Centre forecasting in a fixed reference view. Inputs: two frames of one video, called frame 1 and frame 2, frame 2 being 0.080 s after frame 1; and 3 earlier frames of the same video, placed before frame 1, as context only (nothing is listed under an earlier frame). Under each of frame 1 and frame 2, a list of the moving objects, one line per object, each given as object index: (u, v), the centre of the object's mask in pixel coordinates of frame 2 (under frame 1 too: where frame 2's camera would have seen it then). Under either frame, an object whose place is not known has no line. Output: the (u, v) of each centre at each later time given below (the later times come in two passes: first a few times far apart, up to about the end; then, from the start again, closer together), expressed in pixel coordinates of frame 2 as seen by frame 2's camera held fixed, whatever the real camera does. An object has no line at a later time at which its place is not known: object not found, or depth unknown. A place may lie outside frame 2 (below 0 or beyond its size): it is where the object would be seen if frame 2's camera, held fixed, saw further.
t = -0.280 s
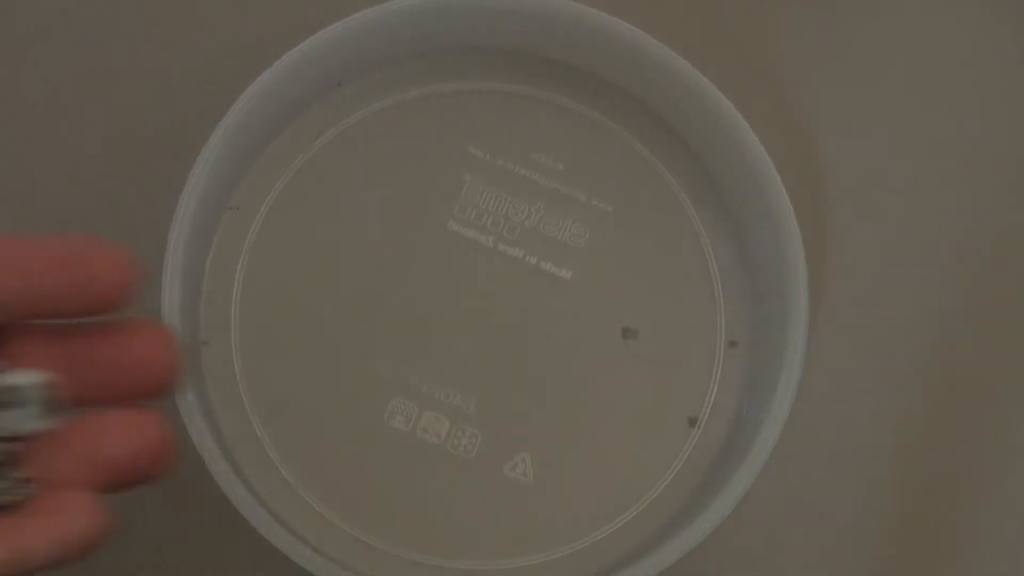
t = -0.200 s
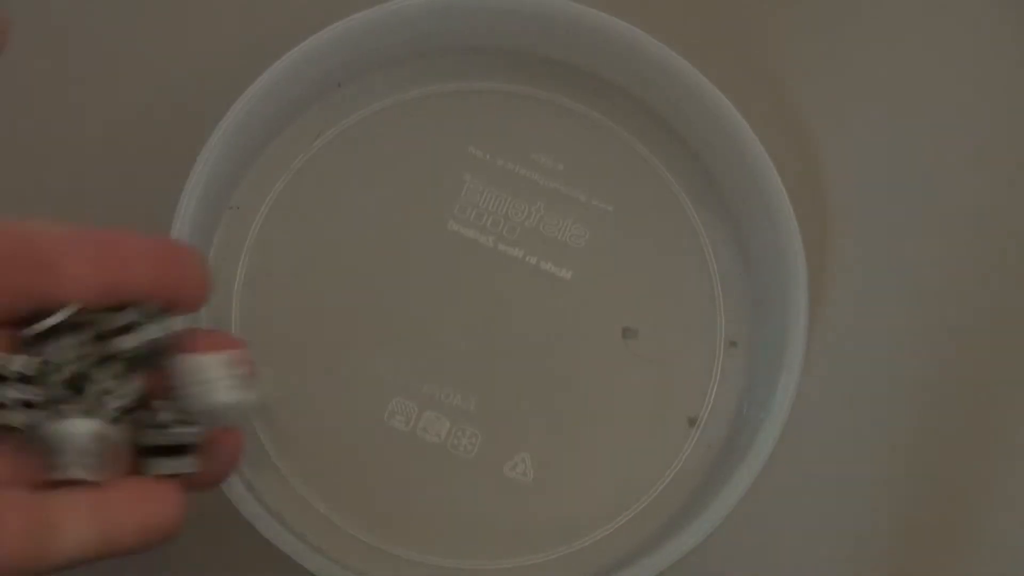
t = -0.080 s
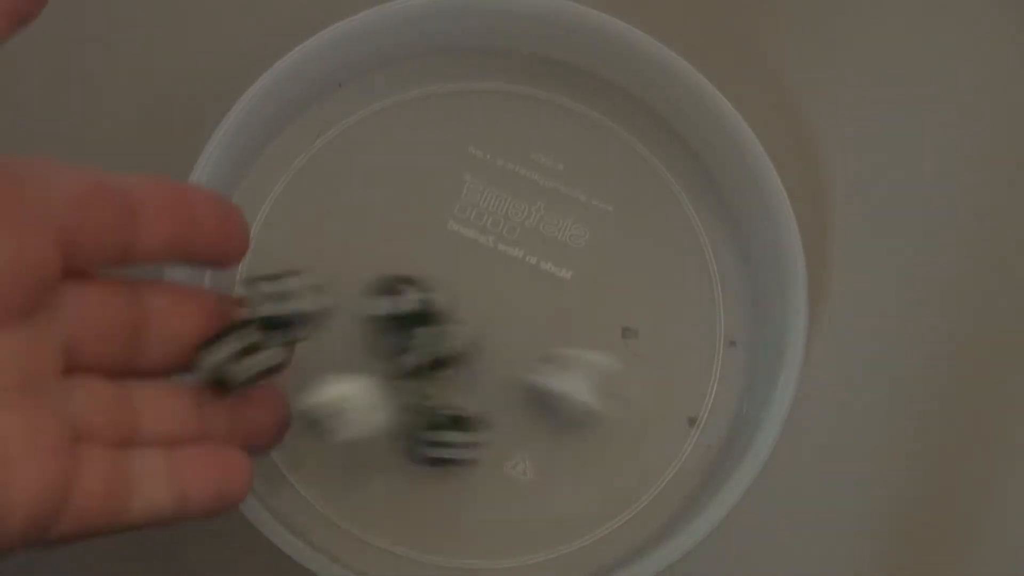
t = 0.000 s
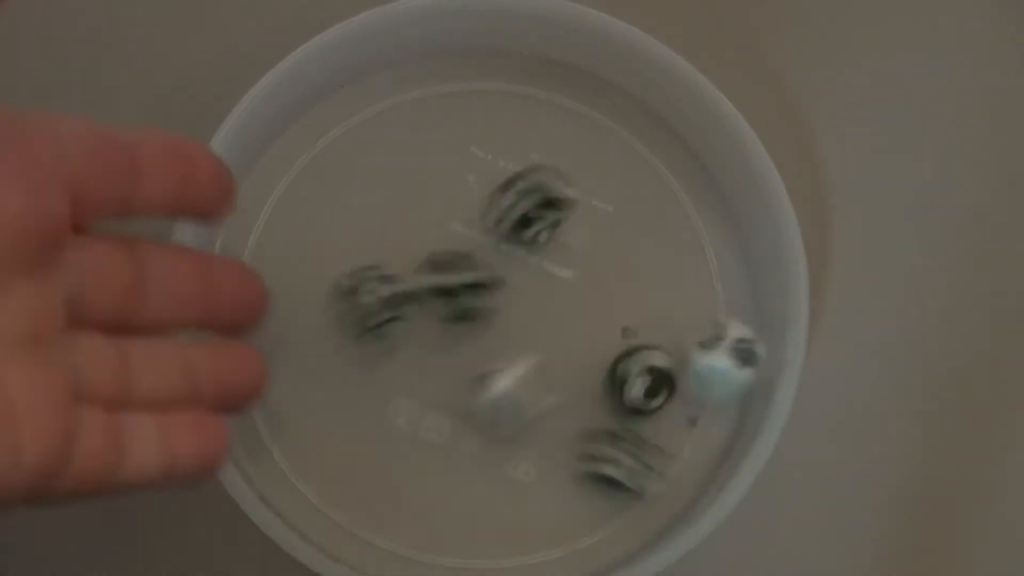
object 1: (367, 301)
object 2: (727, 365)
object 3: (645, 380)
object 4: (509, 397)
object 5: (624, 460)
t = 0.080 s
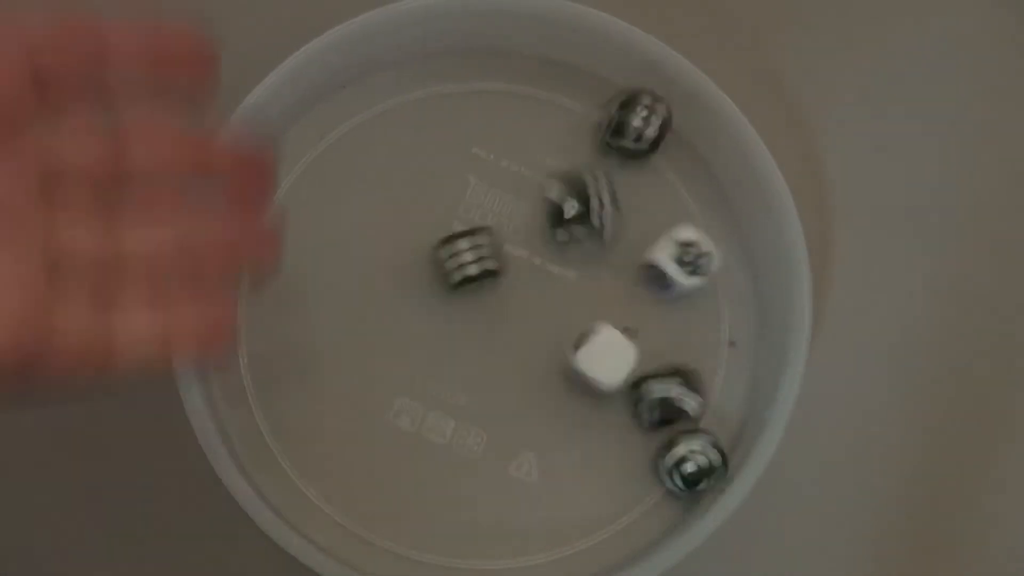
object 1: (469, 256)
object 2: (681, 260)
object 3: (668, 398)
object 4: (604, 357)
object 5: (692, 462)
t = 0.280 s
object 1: (531, 230)
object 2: (697, 248)
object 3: (721, 328)
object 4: (637, 382)
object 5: (669, 473)
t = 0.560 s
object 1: (531, 230)
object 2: (698, 243)
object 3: (723, 312)
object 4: (635, 388)
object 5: (663, 495)
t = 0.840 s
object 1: (532, 230)
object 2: (698, 243)
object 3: (723, 312)
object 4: (635, 389)
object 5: (663, 496)
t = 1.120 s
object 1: (532, 230)
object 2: (698, 243)
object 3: (723, 312)
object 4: (635, 389)
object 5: (663, 496)
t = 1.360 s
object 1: (532, 230)
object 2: (698, 243)
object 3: (723, 312)
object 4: (634, 389)
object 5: (663, 495)
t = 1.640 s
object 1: (532, 230)
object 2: (698, 243)
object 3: (723, 312)
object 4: (634, 388)
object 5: (663, 496)
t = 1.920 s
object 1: (532, 230)
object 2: (698, 243)
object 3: (723, 311)
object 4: (634, 388)
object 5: (663, 496)
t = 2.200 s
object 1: (532, 230)
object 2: (698, 243)
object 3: (723, 311)
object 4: (634, 388)
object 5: (663, 496)
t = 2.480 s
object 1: (532, 230)
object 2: (698, 243)
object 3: (723, 311)
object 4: (634, 388)
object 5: (663, 495)
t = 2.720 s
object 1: (532, 230)
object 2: (698, 243)
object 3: (723, 311)
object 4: (635, 388)
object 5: (663, 495)
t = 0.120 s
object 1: (503, 249)
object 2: (718, 245)
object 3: (699, 385)
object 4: (614, 355)
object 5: (688, 461)
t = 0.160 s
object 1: (521, 239)
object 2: (703, 247)
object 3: (733, 372)
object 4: (625, 352)
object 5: (683, 464)
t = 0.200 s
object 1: (530, 231)
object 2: (695, 246)
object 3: (729, 359)
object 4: (638, 356)
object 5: (682, 473)
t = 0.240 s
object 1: (532, 230)
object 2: (696, 247)
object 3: (716, 344)
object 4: (647, 365)
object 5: (673, 471)
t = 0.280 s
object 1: (531, 230)
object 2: (697, 248)
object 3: (721, 328)
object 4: (637, 382)
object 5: (669, 473)
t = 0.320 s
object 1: (531, 230)
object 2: (698, 246)
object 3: (726, 320)
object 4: (635, 388)
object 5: (661, 481)
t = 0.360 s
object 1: (531, 230)
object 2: (698, 244)
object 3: (729, 315)
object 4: (635, 388)
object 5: (663, 486)
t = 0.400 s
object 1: (531, 230)
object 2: (698, 243)
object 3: (724, 312)
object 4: (635, 388)
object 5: (662, 497)
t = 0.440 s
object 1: (531, 230)
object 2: (698, 243)
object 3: (722, 312)
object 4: (635, 388)
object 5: (664, 497)
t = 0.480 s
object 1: (531, 230)
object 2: (698, 243)
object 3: (723, 312)
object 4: (635, 388)
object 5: (663, 496)
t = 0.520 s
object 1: (531, 230)
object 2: (698, 243)
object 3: (723, 312)
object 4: (635, 388)
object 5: (663, 495)
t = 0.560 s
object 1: (531, 230)
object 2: (698, 243)
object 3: (723, 312)
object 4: (635, 388)
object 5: (663, 495)
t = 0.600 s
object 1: (532, 230)
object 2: (698, 243)
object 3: (723, 312)
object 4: (635, 388)
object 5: (663, 496)
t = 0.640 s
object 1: (531, 230)
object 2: (698, 243)
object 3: (723, 312)
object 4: (635, 388)
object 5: (663, 496)
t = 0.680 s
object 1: (532, 230)
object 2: (698, 243)
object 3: (723, 312)
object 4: (635, 388)
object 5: (663, 496)
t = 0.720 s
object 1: (532, 230)
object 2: (698, 243)
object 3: (723, 312)
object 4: (635, 388)
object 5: (663, 496)
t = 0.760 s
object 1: (532, 230)
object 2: (698, 243)
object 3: (723, 312)
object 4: (635, 389)
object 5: (663, 496)
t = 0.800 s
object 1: (532, 230)
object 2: (698, 243)
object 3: (723, 312)
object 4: (635, 389)
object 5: (663, 496)
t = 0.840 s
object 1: (532, 230)
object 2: (698, 243)
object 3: (723, 312)
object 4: (635, 389)
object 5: (663, 496)
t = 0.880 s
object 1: (532, 230)
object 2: (698, 243)
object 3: (723, 311)
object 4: (635, 388)
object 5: (663, 496)
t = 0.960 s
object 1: (532, 230)
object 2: (698, 243)
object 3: (723, 312)
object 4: (635, 388)
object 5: (663, 496)
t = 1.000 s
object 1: (532, 230)
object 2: (698, 243)
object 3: (723, 312)
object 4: (635, 389)
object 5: (663, 496)
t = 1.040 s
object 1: (532, 230)
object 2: (698, 243)
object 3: (723, 311)
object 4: (635, 389)
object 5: (663, 496)
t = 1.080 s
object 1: (532, 230)
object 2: (698, 243)
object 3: (723, 312)
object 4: (635, 389)
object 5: (663, 496)
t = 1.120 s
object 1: (532, 230)
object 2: (698, 243)
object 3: (723, 312)
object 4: (635, 389)
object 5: (663, 496)
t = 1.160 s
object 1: (532, 230)
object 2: (698, 243)
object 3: (723, 312)
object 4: (634, 389)
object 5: (663, 496)
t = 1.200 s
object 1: (532, 230)
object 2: (698, 243)
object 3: (723, 311)
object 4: (635, 388)
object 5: (663, 495)
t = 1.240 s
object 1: (532, 229)
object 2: (698, 243)
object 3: (723, 312)
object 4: (635, 388)
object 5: (663, 495)
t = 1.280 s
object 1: (532, 230)
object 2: (698, 243)
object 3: (723, 312)
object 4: (634, 388)
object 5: (663, 495)
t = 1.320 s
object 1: (532, 230)
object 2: (698, 243)
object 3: (723, 311)
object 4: (634, 389)
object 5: (663, 495)
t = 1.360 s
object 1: (532, 230)
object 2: (698, 243)
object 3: (723, 312)
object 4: (634, 389)
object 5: (663, 495)
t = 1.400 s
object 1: (532, 230)
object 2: (698, 243)
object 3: (723, 312)
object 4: (634, 389)
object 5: (663, 496)
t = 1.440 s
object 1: (532, 230)
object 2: (698, 243)
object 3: (723, 312)
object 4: (634, 389)
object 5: (663, 496)
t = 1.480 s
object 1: (532, 230)
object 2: (698, 243)
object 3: (723, 312)
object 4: (634, 389)
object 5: (663, 496)
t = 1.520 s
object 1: (532, 230)
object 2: (698, 243)
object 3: (723, 312)
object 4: (634, 388)
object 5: (663, 496)
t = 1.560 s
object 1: (532, 230)
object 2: (698, 243)
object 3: (723, 311)
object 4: (634, 388)
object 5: (663, 496)
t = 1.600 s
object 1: (532, 230)
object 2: (698, 243)
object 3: (723, 311)
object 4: (634, 388)
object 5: (663, 496)
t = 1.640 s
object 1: (532, 230)
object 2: (698, 243)
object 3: (723, 312)
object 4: (634, 388)
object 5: (663, 496)
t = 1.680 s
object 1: (532, 230)
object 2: (698, 243)
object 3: (723, 311)
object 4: (634, 388)
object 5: (663, 496)
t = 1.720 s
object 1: (532, 230)
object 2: (698, 243)
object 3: (723, 311)
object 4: (634, 388)
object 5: (663, 496)
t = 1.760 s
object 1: (532, 230)
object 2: (698, 243)
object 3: (723, 311)
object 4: (634, 388)
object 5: (663, 496)
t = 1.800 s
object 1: (532, 230)
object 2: (698, 243)
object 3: (723, 311)
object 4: (634, 388)
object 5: (663, 496)
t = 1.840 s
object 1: (532, 230)
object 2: (698, 243)
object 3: (723, 311)
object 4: (634, 388)
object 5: (663, 496)
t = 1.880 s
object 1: (532, 230)
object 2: (698, 243)
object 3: (723, 311)
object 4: (634, 388)
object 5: (663, 496)
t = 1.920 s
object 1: (532, 230)
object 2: (698, 243)
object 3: (723, 311)
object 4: (634, 388)
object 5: (663, 496)
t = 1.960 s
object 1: (532, 230)
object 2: (698, 243)
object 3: (723, 311)
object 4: (634, 388)
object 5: (663, 496)
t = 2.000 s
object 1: (532, 230)
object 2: (698, 243)
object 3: (723, 311)
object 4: (634, 388)
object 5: (663, 496)
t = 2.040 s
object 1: (532, 230)
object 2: (698, 243)
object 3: (723, 311)
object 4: (634, 388)
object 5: (663, 496)
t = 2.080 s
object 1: (532, 230)
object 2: (698, 243)
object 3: (723, 311)
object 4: (634, 388)
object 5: (663, 495)
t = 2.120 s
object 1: (532, 230)
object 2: (698, 243)
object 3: (723, 311)
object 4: (634, 388)
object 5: (663, 496)
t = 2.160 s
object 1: (532, 230)
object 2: (698, 243)
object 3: (723, 311)
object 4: (634, 388)
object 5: (663, 496)
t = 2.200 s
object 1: (532, 230)
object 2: (698, 243)
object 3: (723, 311)
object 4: (634, 388)
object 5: (663, 496)
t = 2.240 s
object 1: (532, 230)
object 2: (698, 243)
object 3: (723, 311)
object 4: (634, 388)
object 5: (663, 496)
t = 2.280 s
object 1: (532, 230)
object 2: (698, 243)
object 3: (723, 311)
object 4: (634, 389)
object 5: (663, 496)
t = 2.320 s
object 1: (532, 230)
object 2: (697, 243)
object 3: (723, 312)
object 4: (634, 389)
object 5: (663, 496)
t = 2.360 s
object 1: (532, 230)
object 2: (697, 243)
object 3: (723, 312)
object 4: (634, 388)
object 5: (663, 496)
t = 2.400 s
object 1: (532, 230)
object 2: (698, 243)
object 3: (723, 311)
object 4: (634, 388)
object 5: (663, 495)
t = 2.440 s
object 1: (532, 230)
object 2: (698, 243)
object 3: (723, 312)
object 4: (635, 388)
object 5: (663, 495)
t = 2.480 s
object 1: (532, 230)
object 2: (698, 243)
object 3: (723, 311)
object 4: (634, 388)
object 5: (663, 495)
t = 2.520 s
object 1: (532, 230)
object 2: (698, 243)
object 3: (723, 311)
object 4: (634, 388)
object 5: (663, 495)
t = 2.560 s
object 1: (532, 230)
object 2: (698, 243)
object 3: (723, 311)
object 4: (635, 388)
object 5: (663, 495)
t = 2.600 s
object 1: (532, 230)
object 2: (698, 243)
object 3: (723, 311)
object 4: (634, 388)
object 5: (663, 495)
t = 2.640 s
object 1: (532, 230)
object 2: (698, 243)
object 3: (723, 311)
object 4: (635, 388)
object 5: (663, 495)
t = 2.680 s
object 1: (532, 230)
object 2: (698, 243)
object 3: (723, 311)
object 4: (635, 388)
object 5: (663, 495)
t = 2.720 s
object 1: (532, 230)
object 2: (698, 243)
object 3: (723, 311)
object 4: (635, 388)
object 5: (663, 495)
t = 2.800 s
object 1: (532, 230)
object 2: (698, 243)
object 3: (723, 311)
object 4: (635, 388)
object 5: (663, 495)
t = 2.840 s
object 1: (532, 230)
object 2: (698, 243)
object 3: (723, 311)
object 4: (635, 388)
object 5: (663, 495)
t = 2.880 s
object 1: (532, 230)
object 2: (698, 243)
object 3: (723, 311)
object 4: (635, 388)
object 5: (663, 495)
